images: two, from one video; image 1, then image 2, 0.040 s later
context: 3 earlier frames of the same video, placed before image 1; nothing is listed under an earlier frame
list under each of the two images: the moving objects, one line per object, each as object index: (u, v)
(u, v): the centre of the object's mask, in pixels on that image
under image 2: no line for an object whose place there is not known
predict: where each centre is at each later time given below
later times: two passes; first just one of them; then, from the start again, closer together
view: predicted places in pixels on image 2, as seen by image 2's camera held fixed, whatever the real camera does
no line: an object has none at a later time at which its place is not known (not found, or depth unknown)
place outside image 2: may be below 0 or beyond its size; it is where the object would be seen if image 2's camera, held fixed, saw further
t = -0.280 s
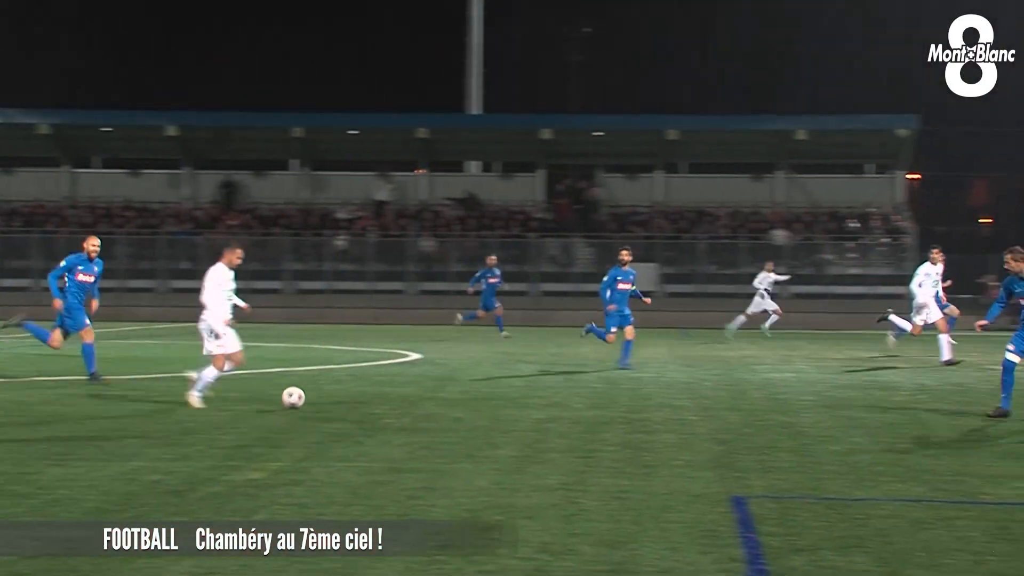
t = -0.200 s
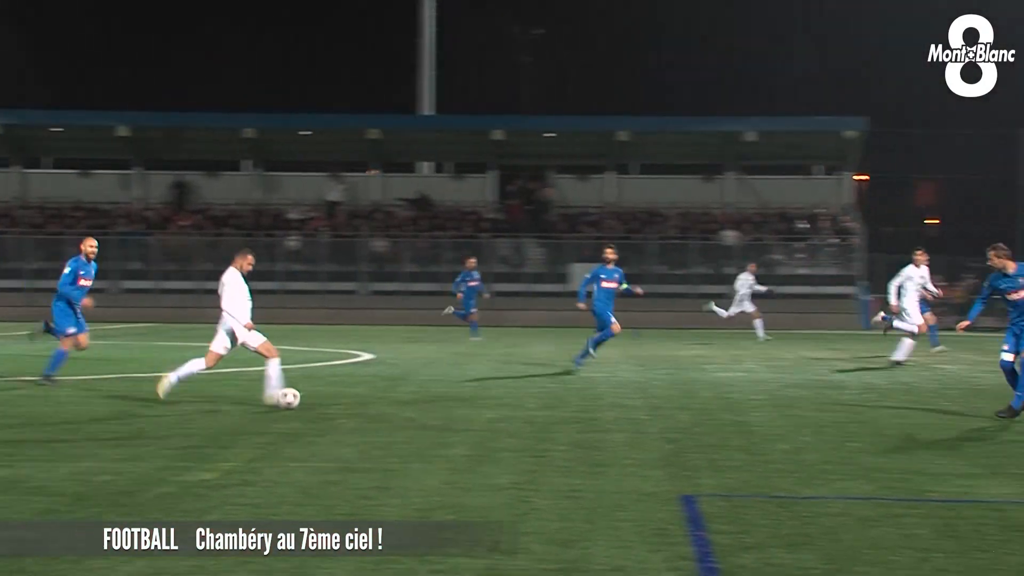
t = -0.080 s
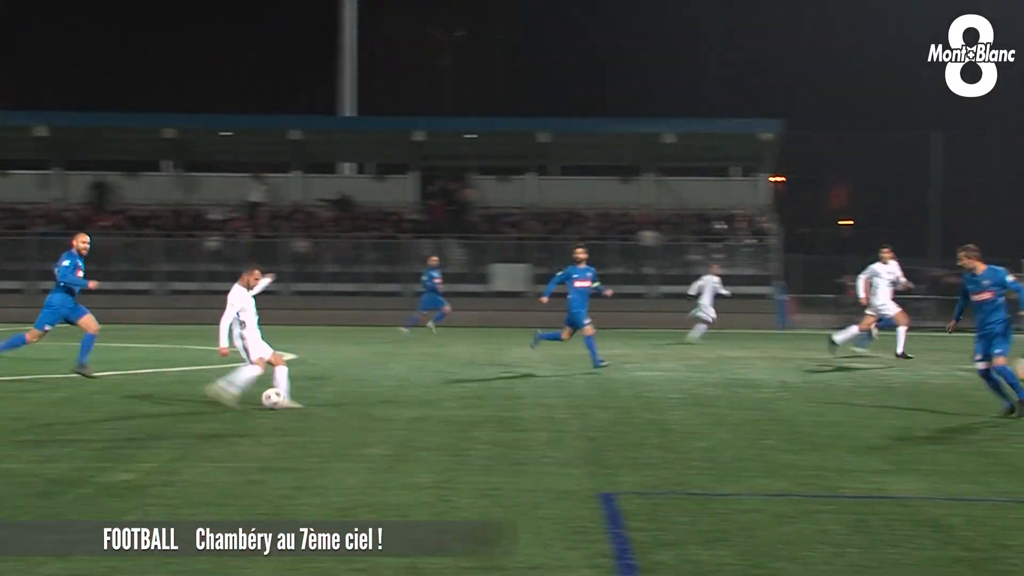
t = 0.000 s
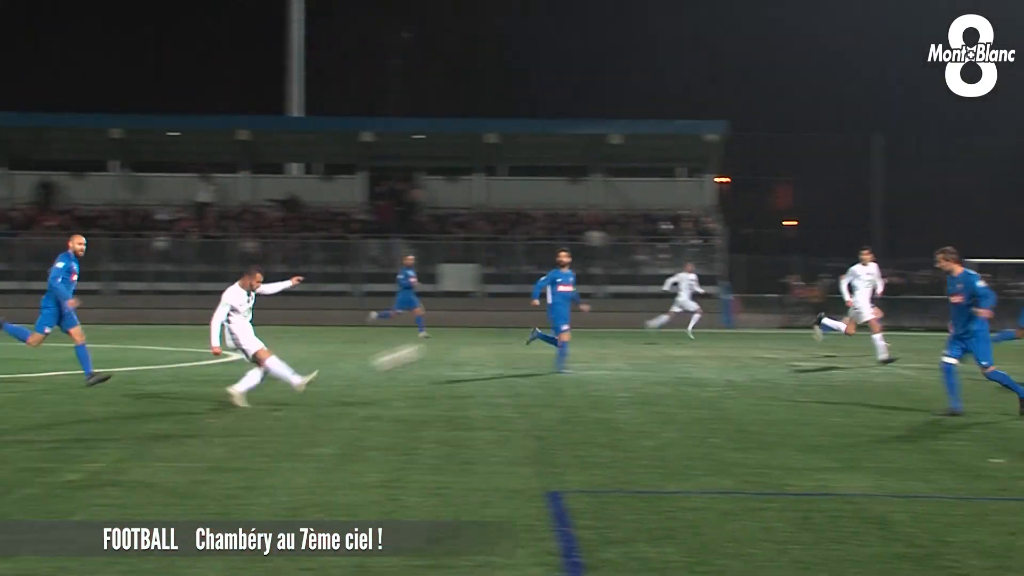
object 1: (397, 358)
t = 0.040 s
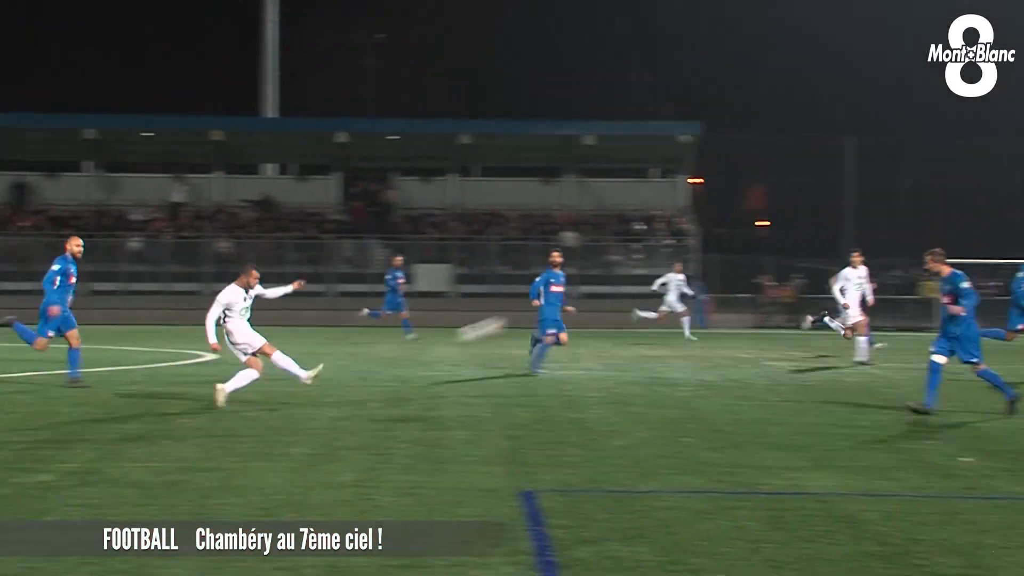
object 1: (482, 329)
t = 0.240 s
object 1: (977, 212)
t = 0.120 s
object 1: (682, 281)
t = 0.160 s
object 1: (785, 257)
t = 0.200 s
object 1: (880, 235)
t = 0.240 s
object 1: (977, 212)
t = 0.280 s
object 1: (1074, 190)
